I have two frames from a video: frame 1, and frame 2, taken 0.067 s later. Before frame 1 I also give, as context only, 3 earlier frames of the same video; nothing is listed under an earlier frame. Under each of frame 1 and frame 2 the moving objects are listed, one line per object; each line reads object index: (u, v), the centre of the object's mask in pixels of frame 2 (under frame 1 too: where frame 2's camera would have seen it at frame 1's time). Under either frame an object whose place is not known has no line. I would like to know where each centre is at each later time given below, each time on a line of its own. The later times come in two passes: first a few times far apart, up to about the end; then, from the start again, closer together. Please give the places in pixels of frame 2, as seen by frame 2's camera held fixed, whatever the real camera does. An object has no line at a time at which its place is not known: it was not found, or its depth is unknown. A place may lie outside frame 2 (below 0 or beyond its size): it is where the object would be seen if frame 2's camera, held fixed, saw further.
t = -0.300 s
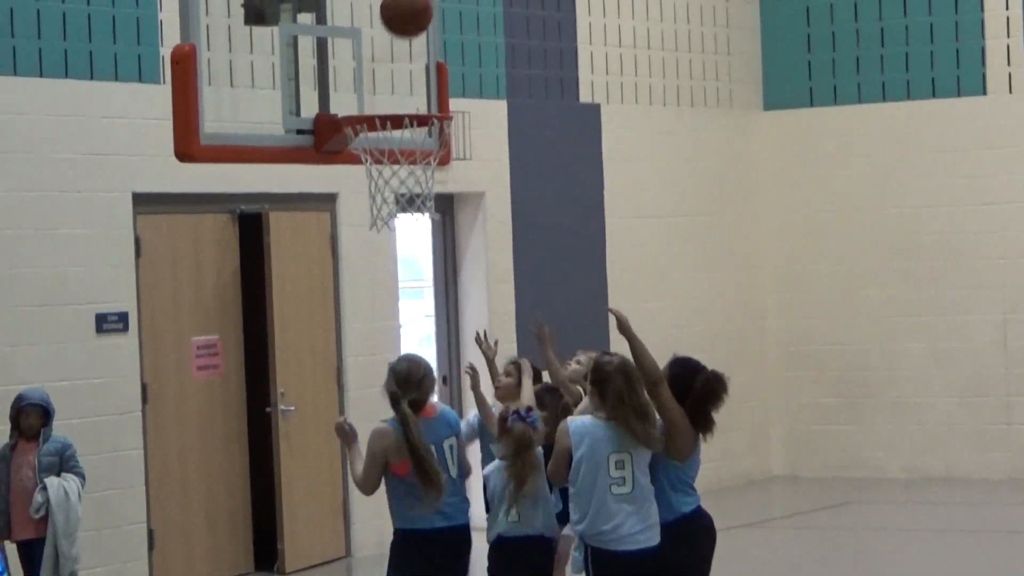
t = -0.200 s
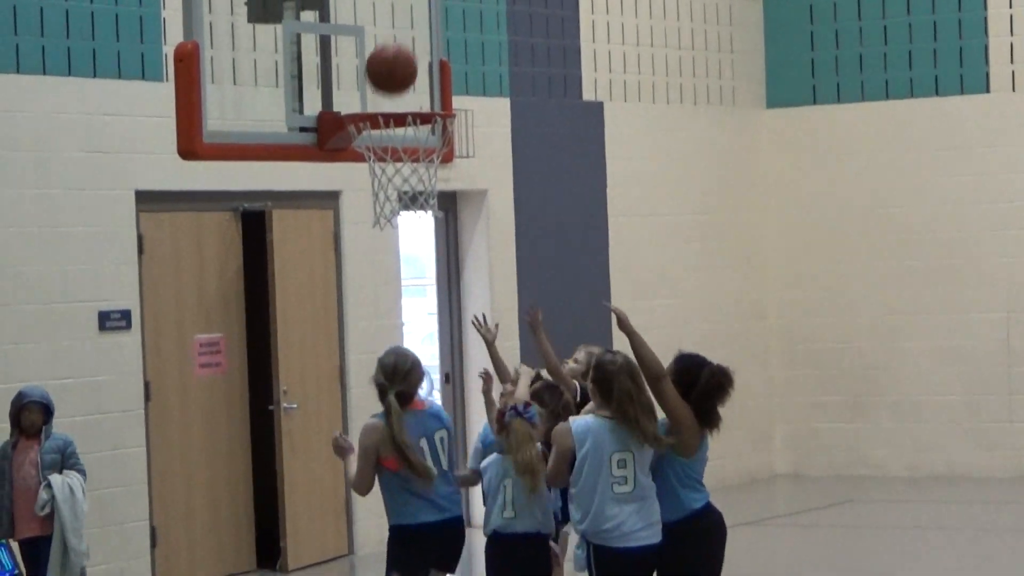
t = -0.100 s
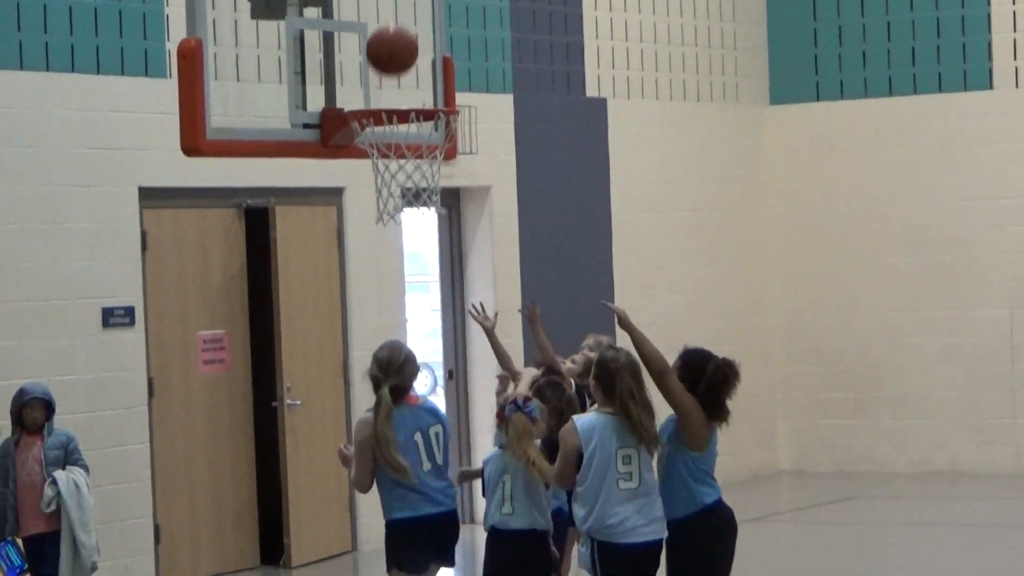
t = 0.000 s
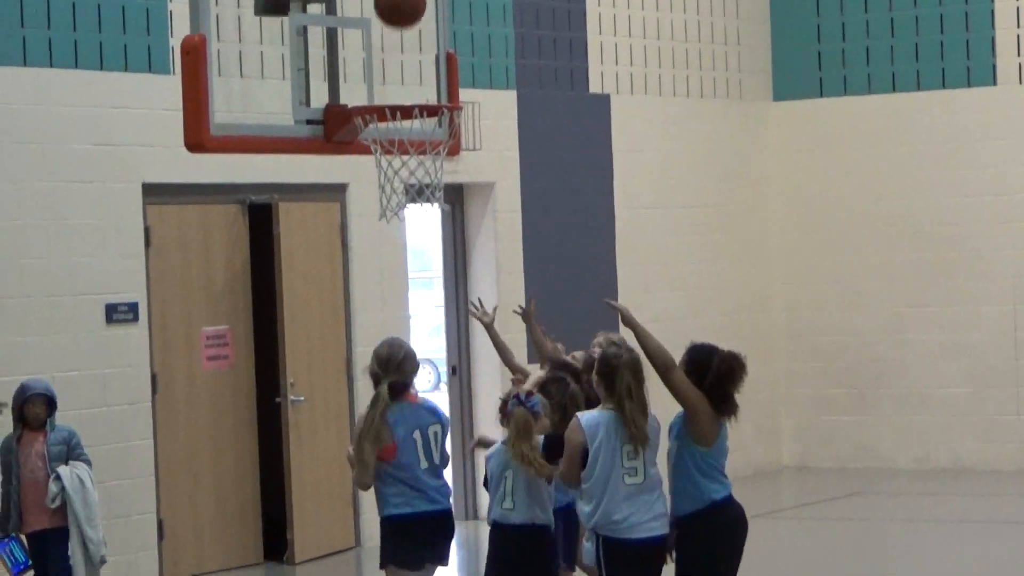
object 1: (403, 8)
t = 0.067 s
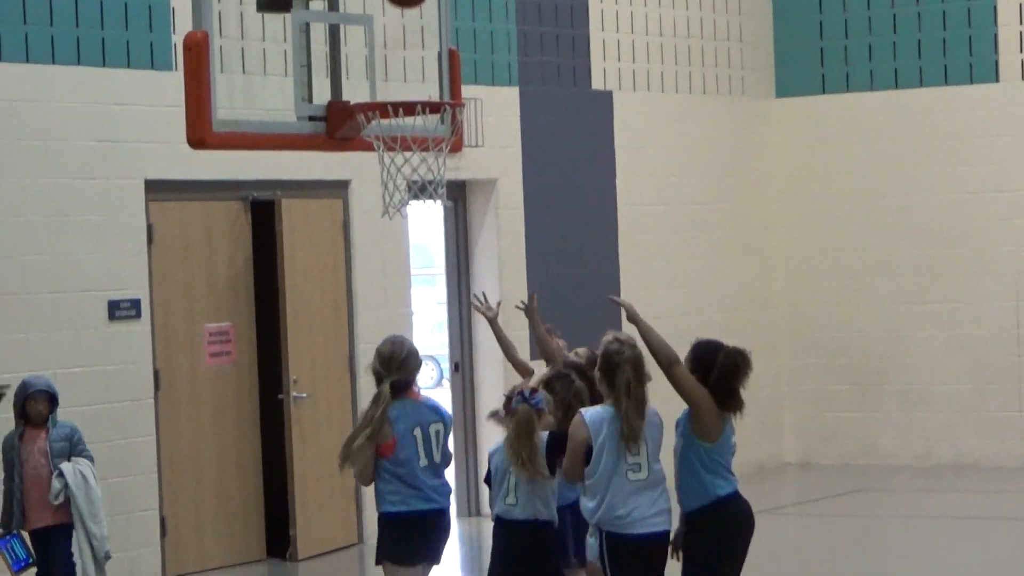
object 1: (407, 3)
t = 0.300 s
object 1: (423, 17)
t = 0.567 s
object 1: (415, 76)
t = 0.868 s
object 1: (424, 151)
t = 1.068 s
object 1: (439, 214)
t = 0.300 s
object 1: (423, 17)
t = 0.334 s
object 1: (425, 23)
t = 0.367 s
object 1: (429, 31)
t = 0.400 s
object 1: (431, 44)
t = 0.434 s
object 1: (435, 63)
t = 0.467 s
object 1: (435, 79)
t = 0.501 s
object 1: (429, 76)
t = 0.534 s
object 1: (422, 75)
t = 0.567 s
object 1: (415, 76)
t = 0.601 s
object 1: (408, 78)
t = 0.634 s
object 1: (402, 82)
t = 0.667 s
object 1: (396, 86)
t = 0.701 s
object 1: (393, 104)
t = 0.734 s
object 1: (397, 108)
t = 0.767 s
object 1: (404, 117)
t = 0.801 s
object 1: (410, 126)
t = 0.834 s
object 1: (417, 137)
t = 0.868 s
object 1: (424, 151)
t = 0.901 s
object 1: (429, 165)
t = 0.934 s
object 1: (433, 173)
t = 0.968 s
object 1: (434, 181)
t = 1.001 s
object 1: (436, 190)
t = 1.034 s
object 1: (437, 206)
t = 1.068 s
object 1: (439, 214)
